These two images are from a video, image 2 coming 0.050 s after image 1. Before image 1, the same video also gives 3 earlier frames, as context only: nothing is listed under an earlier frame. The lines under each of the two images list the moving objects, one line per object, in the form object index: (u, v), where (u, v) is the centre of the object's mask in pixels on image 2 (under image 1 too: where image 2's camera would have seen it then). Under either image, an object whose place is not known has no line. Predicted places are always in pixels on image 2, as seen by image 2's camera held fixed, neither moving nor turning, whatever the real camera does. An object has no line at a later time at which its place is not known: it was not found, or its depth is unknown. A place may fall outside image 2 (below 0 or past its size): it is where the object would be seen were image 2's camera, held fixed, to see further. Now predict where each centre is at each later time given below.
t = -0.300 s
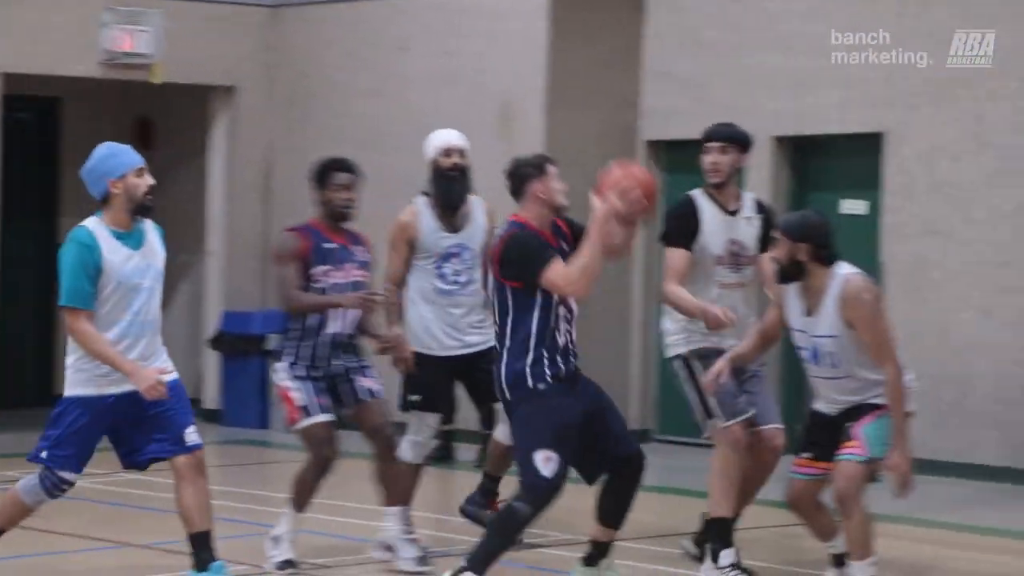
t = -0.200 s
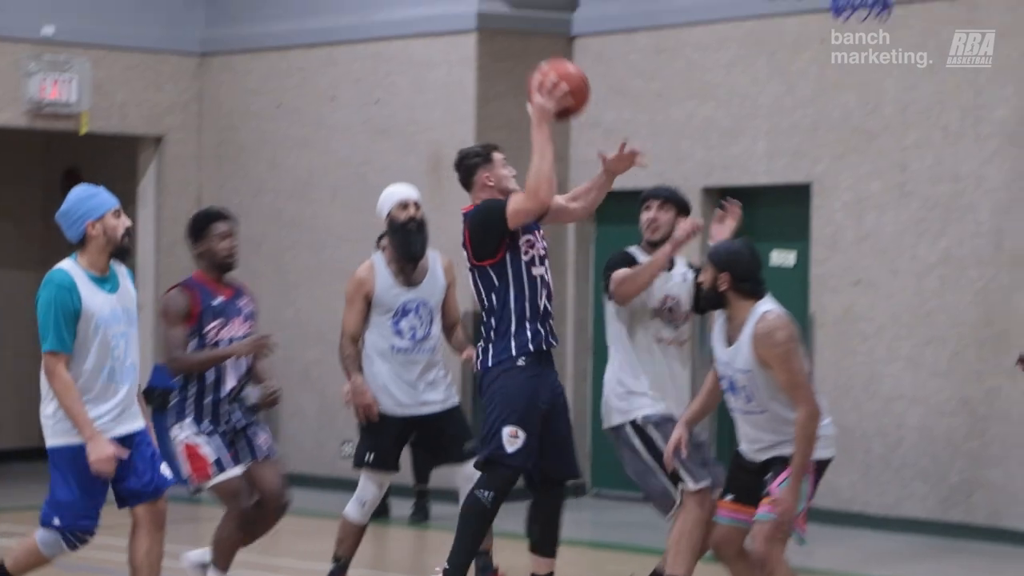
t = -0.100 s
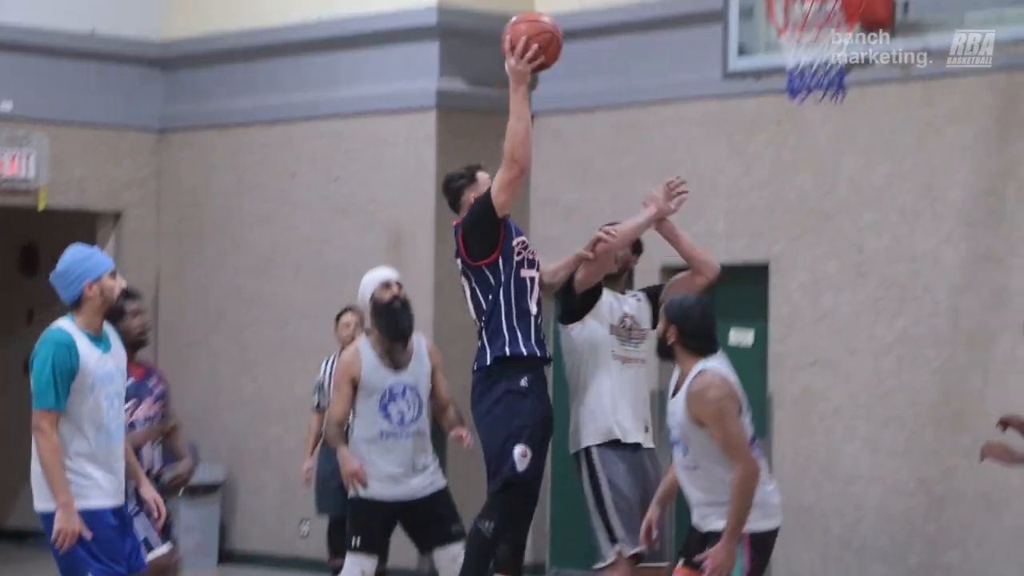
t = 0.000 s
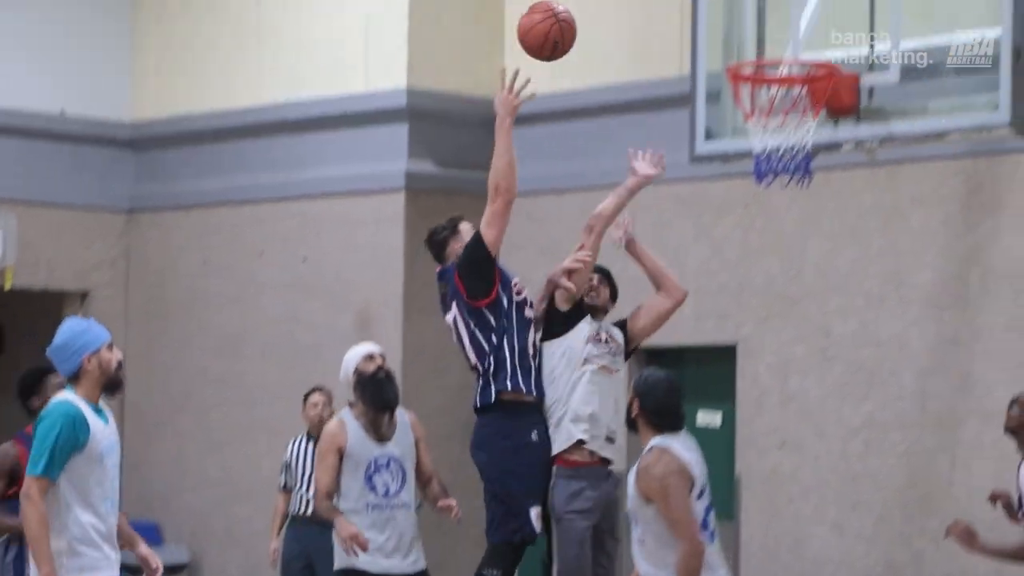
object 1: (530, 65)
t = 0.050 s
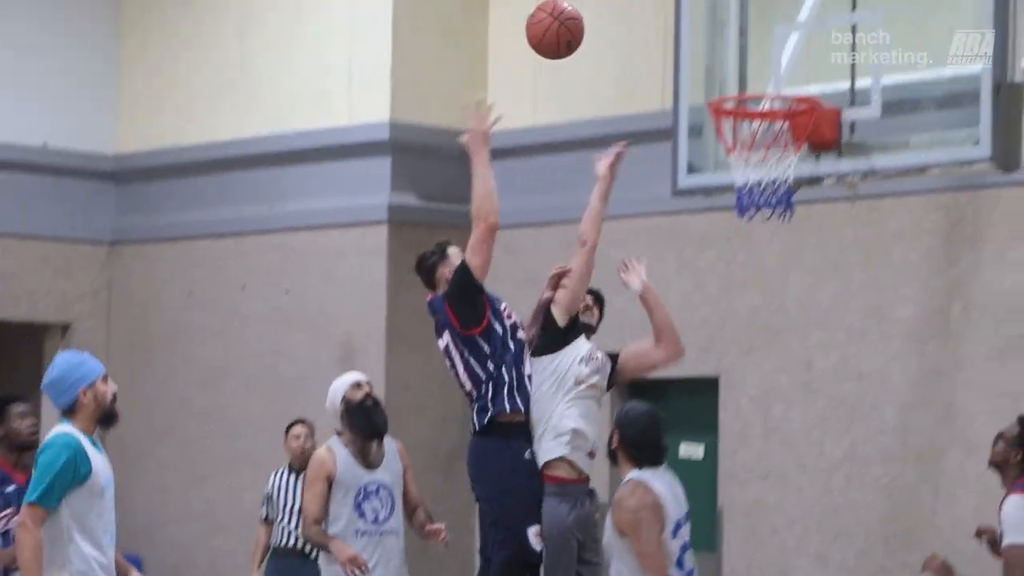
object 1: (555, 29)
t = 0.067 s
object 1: (563, 19)
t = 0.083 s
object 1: (571, 10)
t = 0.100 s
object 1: (579, 1)
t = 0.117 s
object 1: (587, -7)
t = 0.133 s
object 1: (595, -14)
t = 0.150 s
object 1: (603, -20)
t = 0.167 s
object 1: (611, -26)
